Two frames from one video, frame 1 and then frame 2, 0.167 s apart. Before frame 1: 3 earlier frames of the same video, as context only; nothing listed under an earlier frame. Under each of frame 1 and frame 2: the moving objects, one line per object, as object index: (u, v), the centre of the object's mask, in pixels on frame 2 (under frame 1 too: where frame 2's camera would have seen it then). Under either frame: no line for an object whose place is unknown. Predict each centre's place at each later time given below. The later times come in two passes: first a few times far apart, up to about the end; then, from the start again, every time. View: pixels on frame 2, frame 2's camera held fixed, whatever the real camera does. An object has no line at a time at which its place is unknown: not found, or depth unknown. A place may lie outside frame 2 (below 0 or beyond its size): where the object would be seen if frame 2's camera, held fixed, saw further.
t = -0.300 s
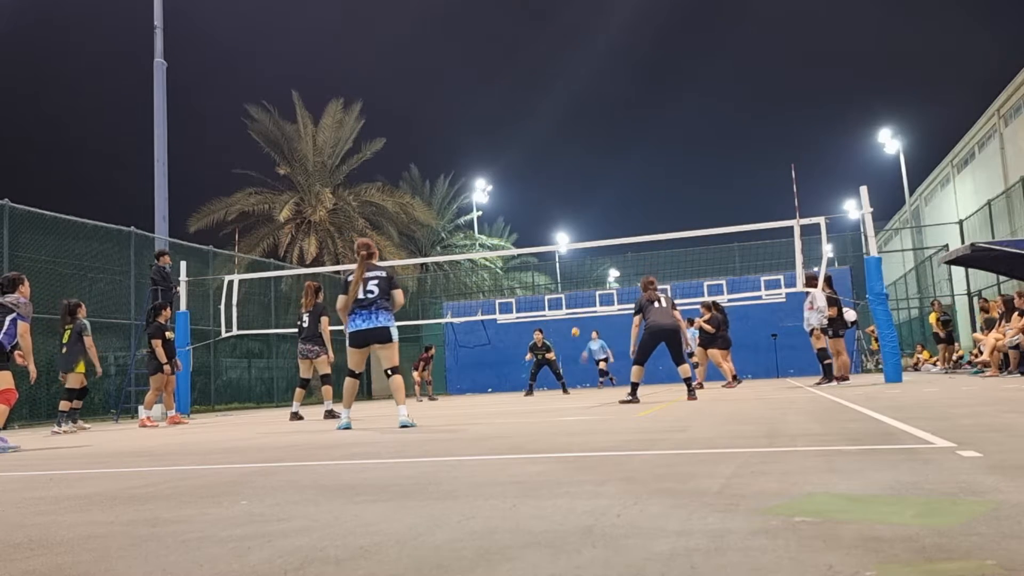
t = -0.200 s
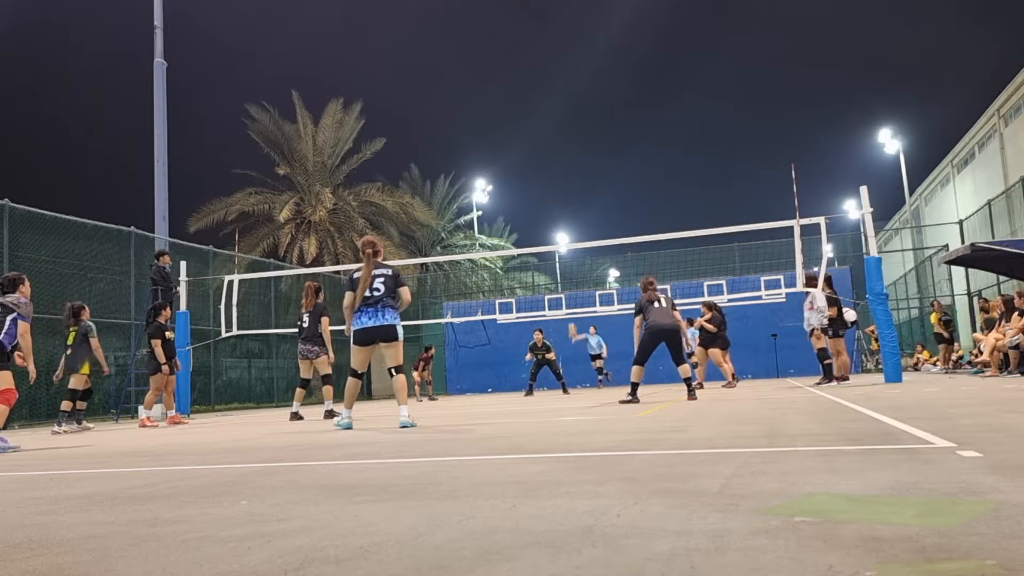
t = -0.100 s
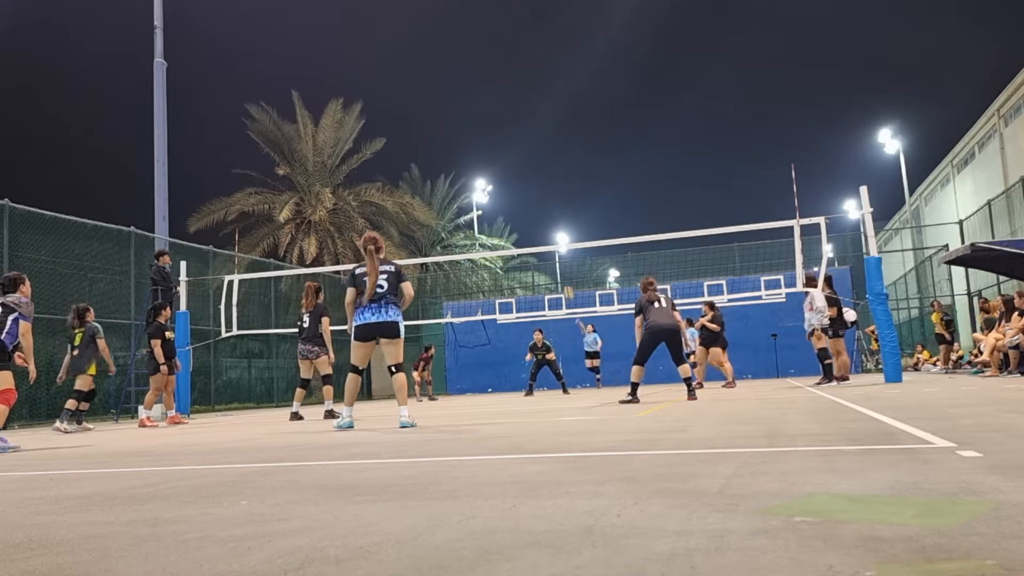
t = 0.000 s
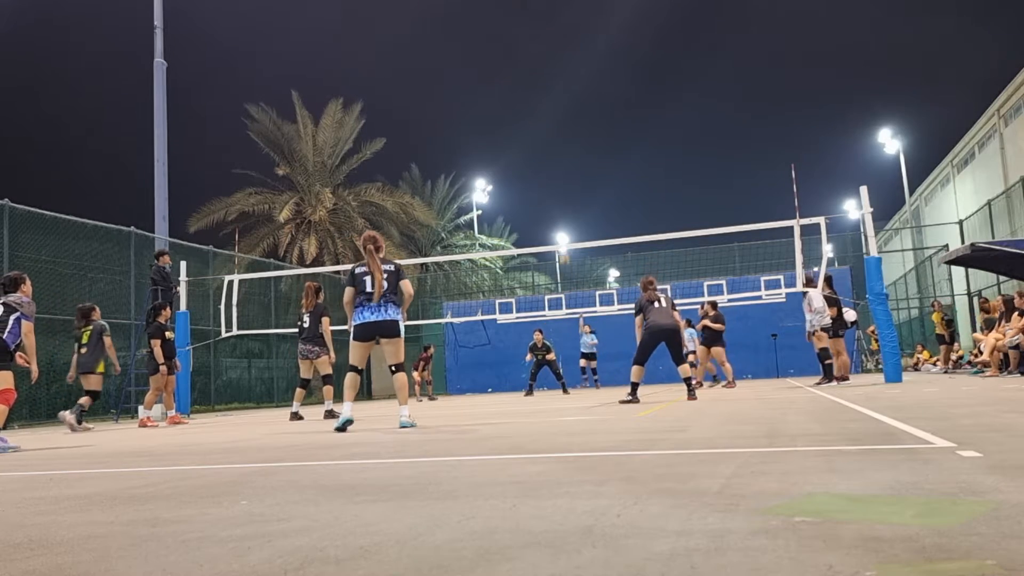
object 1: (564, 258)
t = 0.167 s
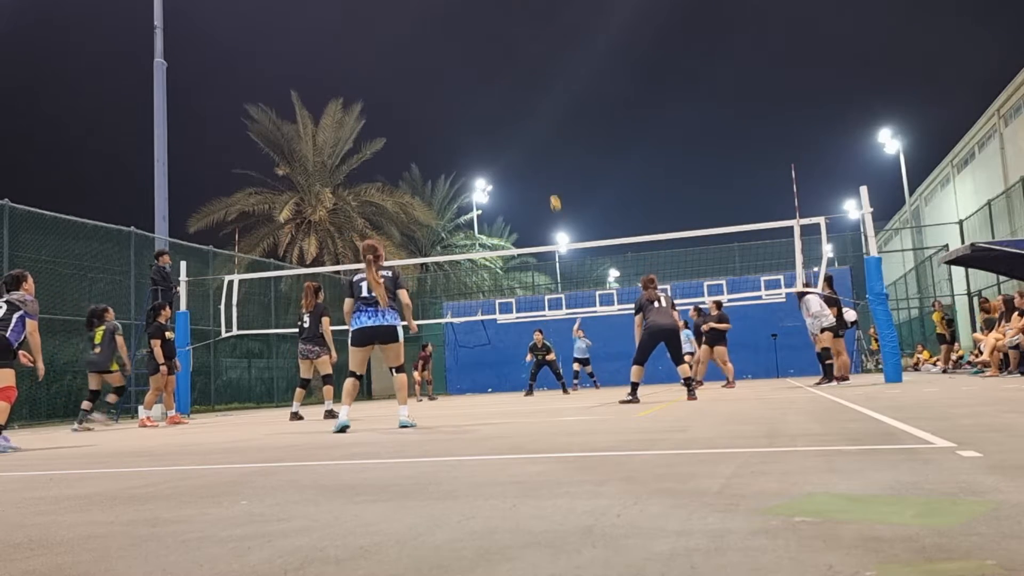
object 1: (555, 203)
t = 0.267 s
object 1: (549, 173)
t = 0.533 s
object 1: (531, 107)
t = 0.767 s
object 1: (509, 69)
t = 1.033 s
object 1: (478, 63)
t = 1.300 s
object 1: (435, 129)
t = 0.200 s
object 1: (553, 193)
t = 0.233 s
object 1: (551, 183)
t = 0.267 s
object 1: (549, 173)
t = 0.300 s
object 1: (547, 164)
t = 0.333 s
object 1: (545, 155)
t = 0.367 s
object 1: (543, 146)
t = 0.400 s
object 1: (541, 138)
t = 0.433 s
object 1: (538, 130)
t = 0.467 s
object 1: (536, 122)
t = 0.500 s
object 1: (533, 114)
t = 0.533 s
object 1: (531, 107)
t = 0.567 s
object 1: (528, 100)
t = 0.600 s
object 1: (525, 94)
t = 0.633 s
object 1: (522, 88)
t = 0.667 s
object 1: (519, 83)
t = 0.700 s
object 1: (515, 77)
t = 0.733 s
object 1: (512, 73)
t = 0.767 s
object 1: (509, 69)
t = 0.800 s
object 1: (505, 66)
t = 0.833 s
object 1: (502, 63)
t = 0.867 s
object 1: (498, 61)
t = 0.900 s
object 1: (495, 60)
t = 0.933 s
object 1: (491, 59)
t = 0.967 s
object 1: (486, 60)
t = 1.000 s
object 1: (482, 61)
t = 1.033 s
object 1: (478, 63)
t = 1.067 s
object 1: (473, 66)
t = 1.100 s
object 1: (469, 71)
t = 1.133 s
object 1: (464, 76)
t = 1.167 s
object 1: (459, 83)
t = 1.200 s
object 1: (453, 92)
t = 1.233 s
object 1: (447, 102)
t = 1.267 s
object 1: (441, 115)
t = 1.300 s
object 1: (435, 129)
